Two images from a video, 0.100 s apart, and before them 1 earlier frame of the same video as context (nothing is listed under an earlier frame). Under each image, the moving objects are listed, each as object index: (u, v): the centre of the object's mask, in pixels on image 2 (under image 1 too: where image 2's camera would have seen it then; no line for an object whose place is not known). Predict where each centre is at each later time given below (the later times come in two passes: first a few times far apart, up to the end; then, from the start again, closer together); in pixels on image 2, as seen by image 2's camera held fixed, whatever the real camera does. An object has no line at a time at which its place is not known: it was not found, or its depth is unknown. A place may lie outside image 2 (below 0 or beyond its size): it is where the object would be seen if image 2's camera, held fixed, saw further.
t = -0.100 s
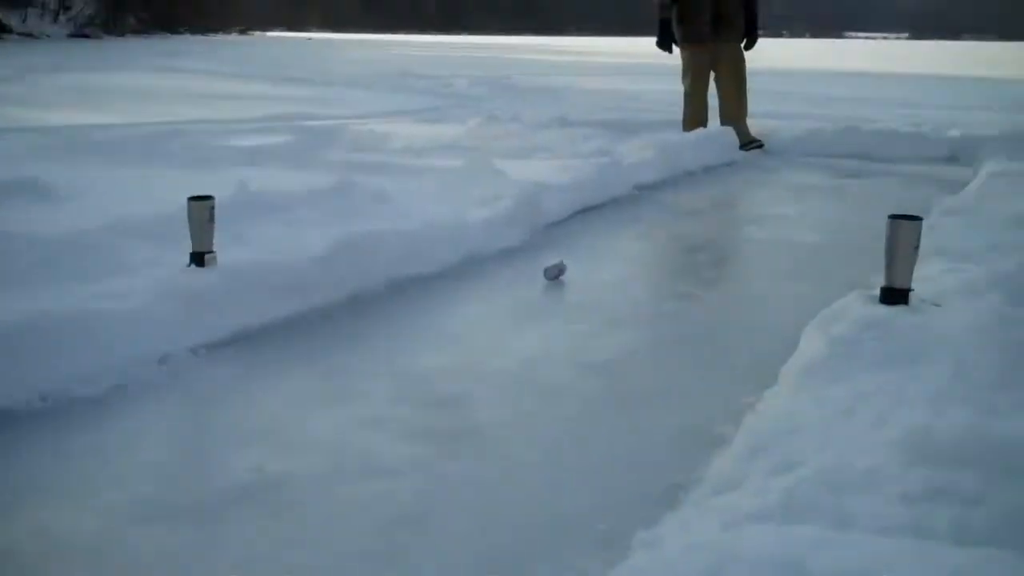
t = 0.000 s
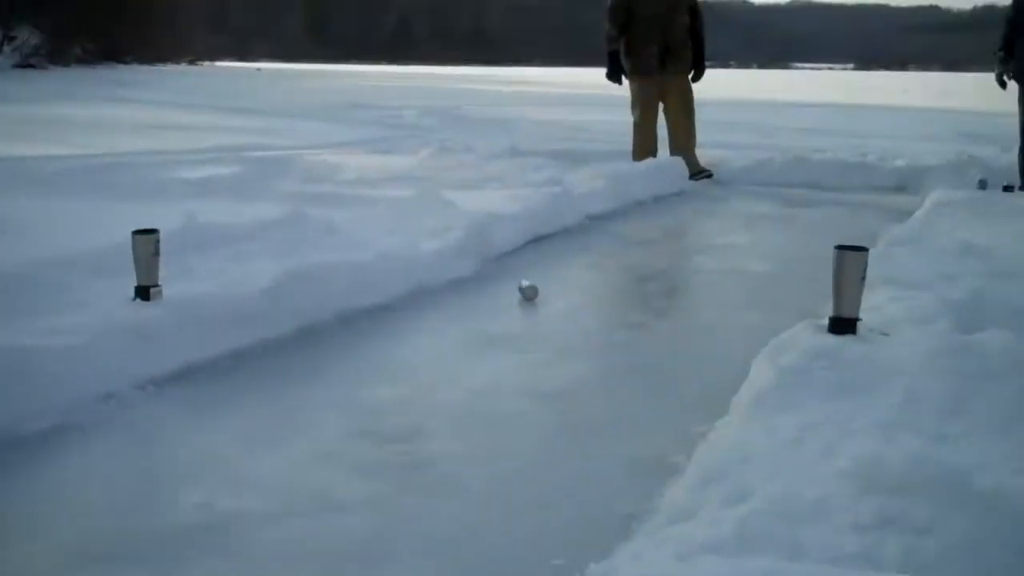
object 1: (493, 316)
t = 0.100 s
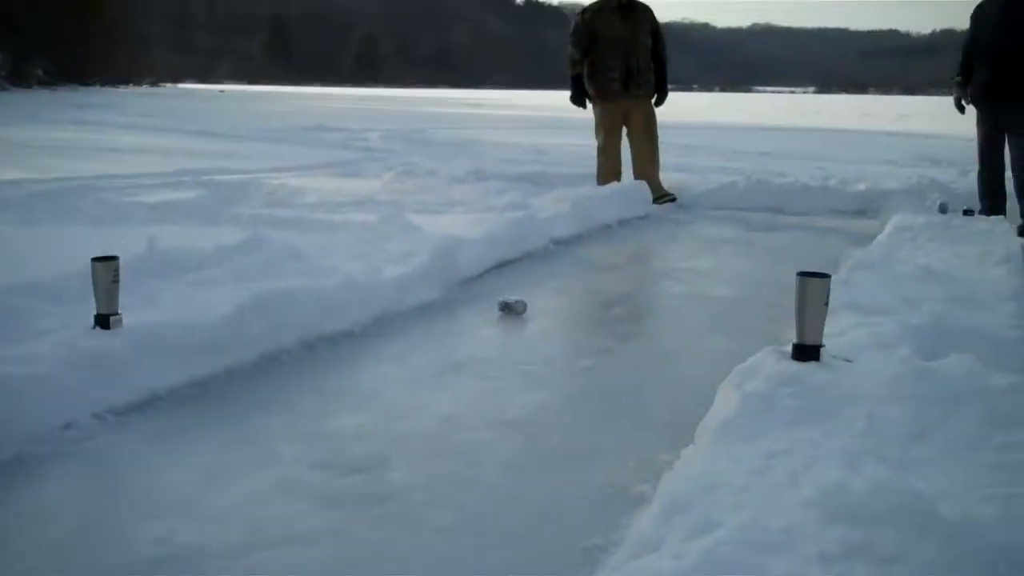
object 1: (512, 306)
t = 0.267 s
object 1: (539, 291)
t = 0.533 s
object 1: (570, 273)
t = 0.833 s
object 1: (595, 256)
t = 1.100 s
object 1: (612, 249)
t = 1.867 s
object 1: (627, 230)
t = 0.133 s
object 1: (518, 303)
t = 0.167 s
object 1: (524, 300)
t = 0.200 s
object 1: (529, 297)
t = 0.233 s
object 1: (533, 295)
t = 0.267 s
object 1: (539, 291)
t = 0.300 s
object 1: (542, 288)
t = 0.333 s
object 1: (547, 285)
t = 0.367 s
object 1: (552, 283)
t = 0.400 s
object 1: (555, 281)
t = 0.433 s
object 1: (560, 278)
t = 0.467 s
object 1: (564, 277)
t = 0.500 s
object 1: (567, 275)
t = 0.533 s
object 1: (570, 273)
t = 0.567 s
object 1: (574, 272)
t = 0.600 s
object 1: (577, 270)
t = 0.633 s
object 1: (578, 268)
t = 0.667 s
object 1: (582, 266)
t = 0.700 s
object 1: (584, 264)
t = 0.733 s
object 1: (586, 263)
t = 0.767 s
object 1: (590, 261)
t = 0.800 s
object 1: (594, 259)
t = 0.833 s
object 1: (595, 256)
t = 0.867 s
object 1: (597, 255)
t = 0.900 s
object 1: (600, 254)
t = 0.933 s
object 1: (602, 252)
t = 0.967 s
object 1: (604, 251)
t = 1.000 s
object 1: (606, 250)
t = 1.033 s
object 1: (608, 250)
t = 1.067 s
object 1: (610, 249)
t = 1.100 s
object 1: (612, 249)
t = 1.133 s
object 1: (613, 248)
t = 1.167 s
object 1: (616, 246)
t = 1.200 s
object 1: (617, 243)
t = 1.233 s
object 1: (618, 243)
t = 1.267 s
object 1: (619, 242)
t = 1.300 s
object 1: (621, 241)
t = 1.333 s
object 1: (622, 240)
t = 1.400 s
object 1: (624, 238)
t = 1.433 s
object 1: (626, 237)
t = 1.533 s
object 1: (627, 235)
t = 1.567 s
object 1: (628, 233)
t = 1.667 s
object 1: (630, 232)
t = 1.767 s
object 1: (629, 231)
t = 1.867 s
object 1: (627, 230)
